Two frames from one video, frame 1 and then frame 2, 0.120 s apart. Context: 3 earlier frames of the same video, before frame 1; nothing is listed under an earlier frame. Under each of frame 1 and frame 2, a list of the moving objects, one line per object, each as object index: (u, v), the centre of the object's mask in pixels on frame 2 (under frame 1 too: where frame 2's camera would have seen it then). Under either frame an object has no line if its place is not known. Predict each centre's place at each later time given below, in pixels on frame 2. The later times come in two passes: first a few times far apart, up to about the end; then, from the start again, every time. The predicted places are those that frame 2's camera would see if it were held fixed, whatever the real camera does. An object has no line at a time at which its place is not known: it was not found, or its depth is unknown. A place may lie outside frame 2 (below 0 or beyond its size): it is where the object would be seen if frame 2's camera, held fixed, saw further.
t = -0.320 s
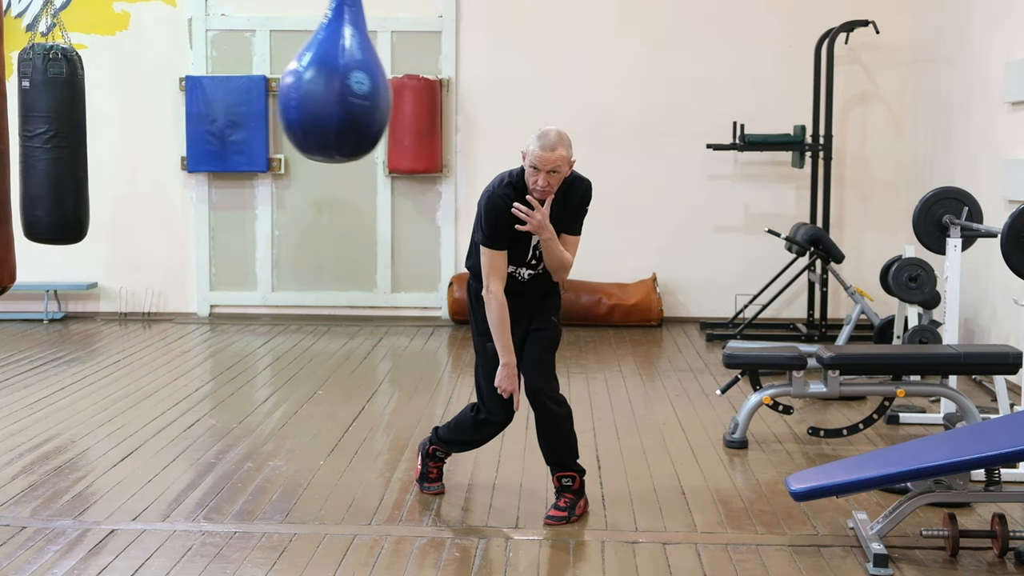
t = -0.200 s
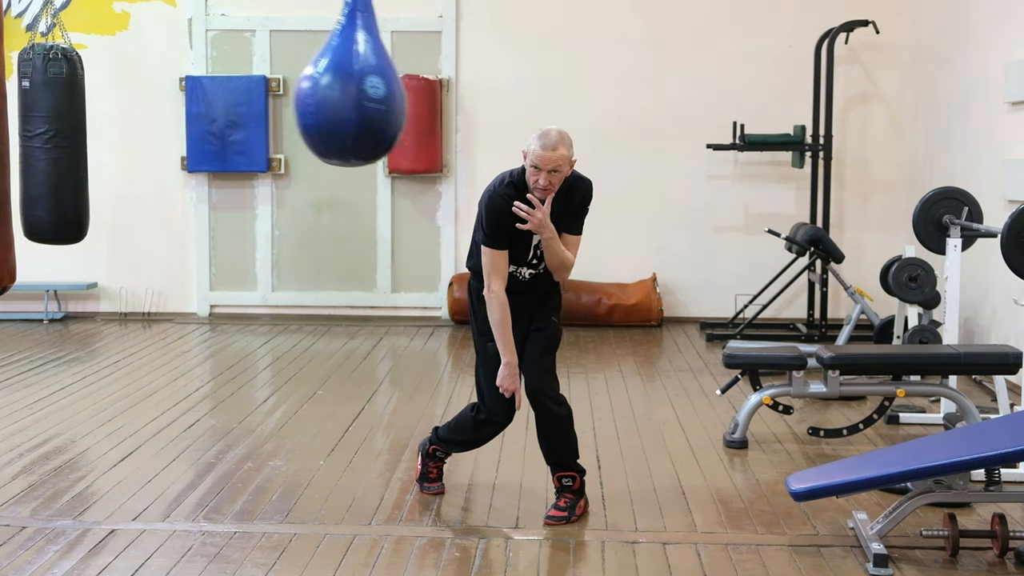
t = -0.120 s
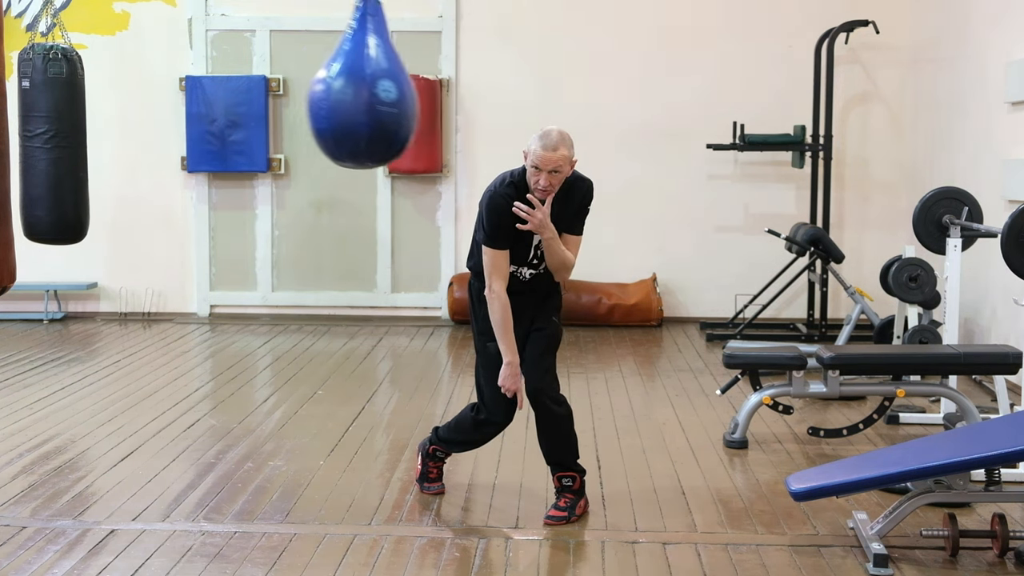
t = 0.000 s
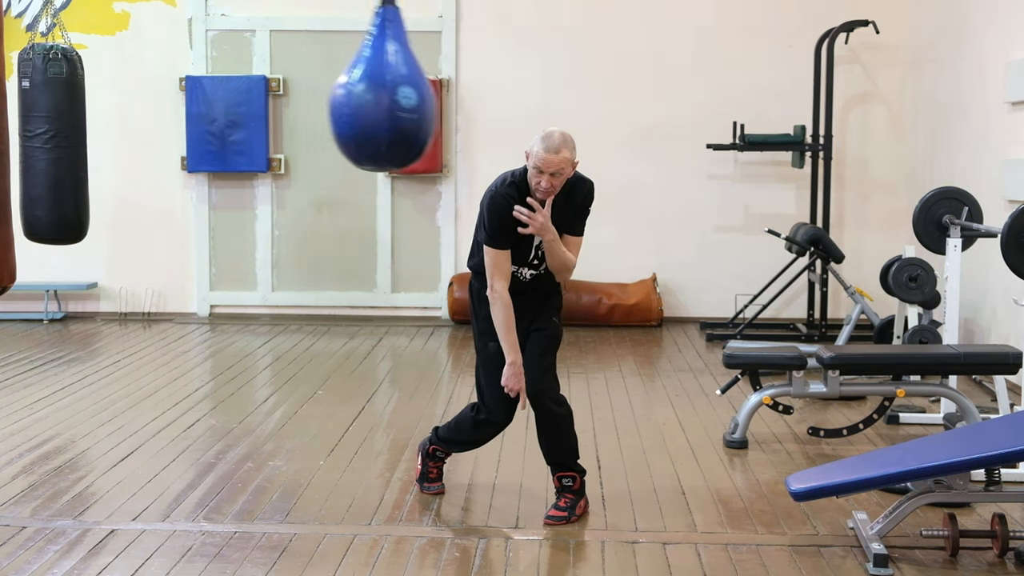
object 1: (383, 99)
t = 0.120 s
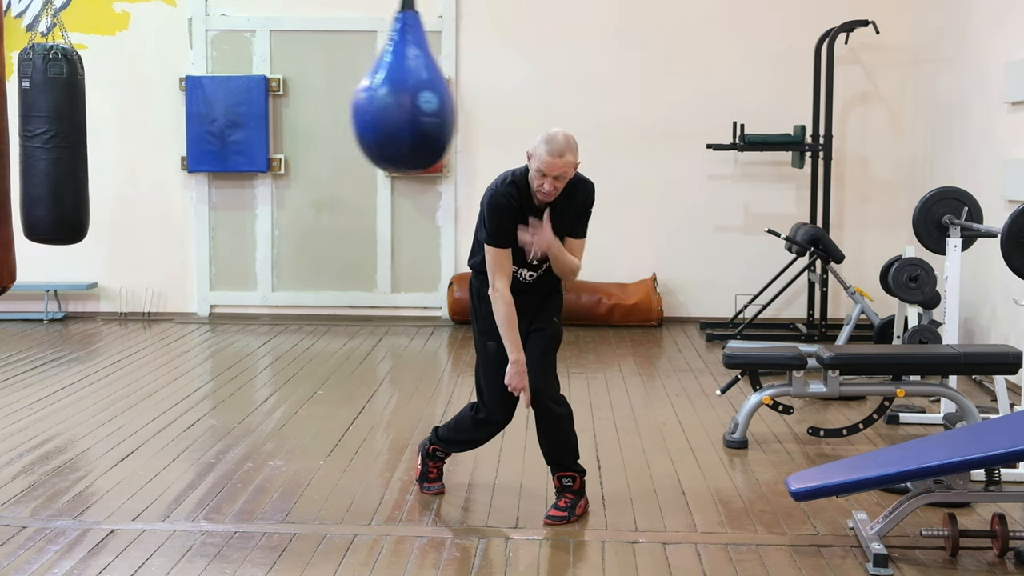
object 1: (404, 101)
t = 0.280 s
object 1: (431, 102)
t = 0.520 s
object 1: (468, 100)
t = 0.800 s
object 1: (496, 94)
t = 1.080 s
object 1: (504, 91)
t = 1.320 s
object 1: (496, 93)
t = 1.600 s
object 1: (468, 99)
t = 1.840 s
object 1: (433, 102)
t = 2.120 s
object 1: (385, 100)
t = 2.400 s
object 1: (344, 93)
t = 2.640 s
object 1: (323, 87)
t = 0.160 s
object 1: (411, 102)
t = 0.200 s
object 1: (418, 102)
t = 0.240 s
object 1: (425, 102)
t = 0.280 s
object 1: (431, 102)
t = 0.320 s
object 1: (438, 103)
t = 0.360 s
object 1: (444, 102)
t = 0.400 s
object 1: (450, 102)
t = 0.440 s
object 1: (456, 101)
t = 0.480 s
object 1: (462, 101)
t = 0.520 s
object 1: (468, 100)
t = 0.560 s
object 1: (473, 99)
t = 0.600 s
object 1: (478, 98)
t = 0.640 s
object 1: (482, 97)
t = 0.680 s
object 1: (486, 97)
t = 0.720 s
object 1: (490, 96)
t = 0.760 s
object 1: (493, 95)
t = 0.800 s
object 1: (496, 94)
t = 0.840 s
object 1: (498, 93)
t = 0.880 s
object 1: (500, 93)
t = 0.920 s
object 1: (502, 92)
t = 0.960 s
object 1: (503, 92)
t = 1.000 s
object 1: (504, 91)
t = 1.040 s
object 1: (504, 91)
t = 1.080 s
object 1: (504, 91)
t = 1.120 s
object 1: (504, 91)
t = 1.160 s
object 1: (503, 91)
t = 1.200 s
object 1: (502, 91)
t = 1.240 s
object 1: (500, 92)
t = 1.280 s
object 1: (498, 93)
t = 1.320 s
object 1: (496, 93)
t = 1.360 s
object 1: (493, 94)
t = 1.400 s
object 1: (490, 95)
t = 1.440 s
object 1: (486, 96)
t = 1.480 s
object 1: (482, 97)
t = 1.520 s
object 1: (478, 97)
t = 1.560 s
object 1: (473, 98)
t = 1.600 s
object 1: (468, 99)
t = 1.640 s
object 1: (463, 100)
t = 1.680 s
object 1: (458, 100)
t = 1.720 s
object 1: (452, 101)
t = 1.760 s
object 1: (446, 101)
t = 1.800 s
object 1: (440, 102)
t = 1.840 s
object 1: (433, 102)
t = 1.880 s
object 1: (427, 102)
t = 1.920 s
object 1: (420, 102)
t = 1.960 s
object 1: (413, 102)
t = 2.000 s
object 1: (406, 102)
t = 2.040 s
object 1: (399, 102)
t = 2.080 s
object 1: (392, 101)
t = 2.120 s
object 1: (385, 100)
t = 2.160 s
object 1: (379, 100)
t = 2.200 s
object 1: (373, 99)
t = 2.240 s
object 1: (366, 98)
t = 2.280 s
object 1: (360, 96)
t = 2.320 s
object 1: (354, 95)
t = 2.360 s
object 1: (349, 94)
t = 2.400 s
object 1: (344, 93)
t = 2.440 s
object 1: (339, 91)
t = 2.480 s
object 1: (335, 91)
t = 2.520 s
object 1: (331, 90)
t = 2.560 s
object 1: (328, 89)
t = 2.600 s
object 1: (325, 88)
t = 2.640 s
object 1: (323, 87)
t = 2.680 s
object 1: (322, 87)
